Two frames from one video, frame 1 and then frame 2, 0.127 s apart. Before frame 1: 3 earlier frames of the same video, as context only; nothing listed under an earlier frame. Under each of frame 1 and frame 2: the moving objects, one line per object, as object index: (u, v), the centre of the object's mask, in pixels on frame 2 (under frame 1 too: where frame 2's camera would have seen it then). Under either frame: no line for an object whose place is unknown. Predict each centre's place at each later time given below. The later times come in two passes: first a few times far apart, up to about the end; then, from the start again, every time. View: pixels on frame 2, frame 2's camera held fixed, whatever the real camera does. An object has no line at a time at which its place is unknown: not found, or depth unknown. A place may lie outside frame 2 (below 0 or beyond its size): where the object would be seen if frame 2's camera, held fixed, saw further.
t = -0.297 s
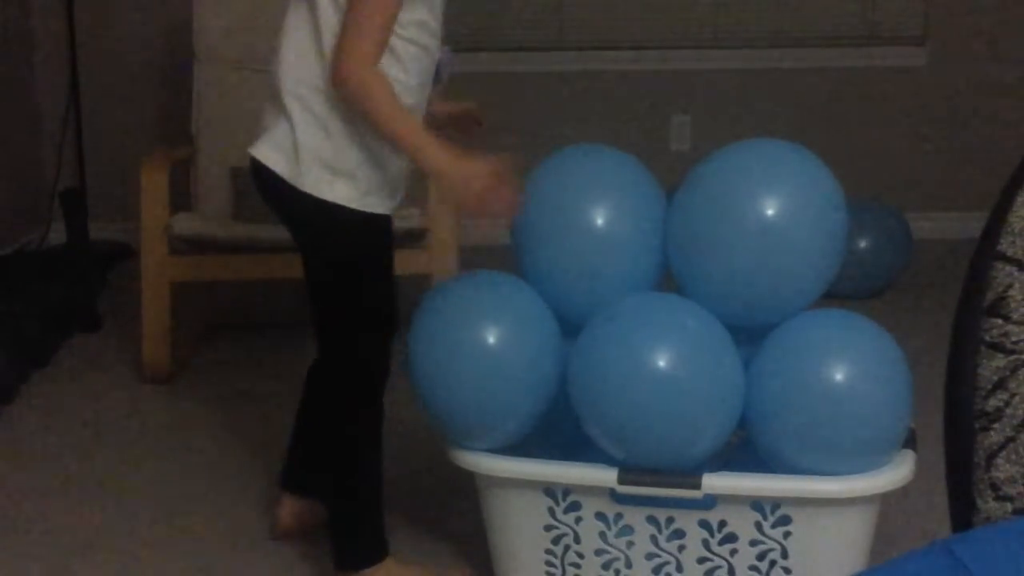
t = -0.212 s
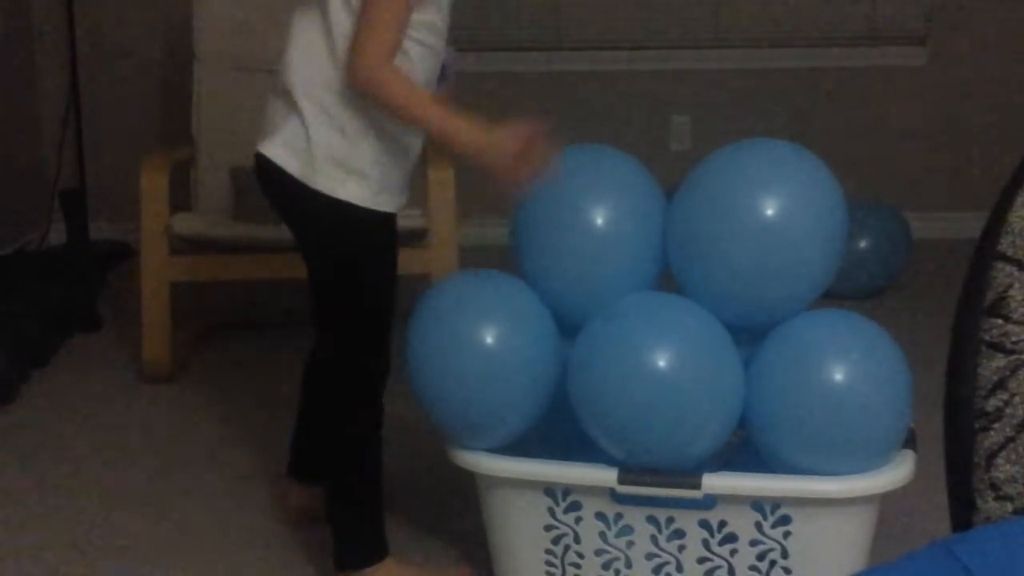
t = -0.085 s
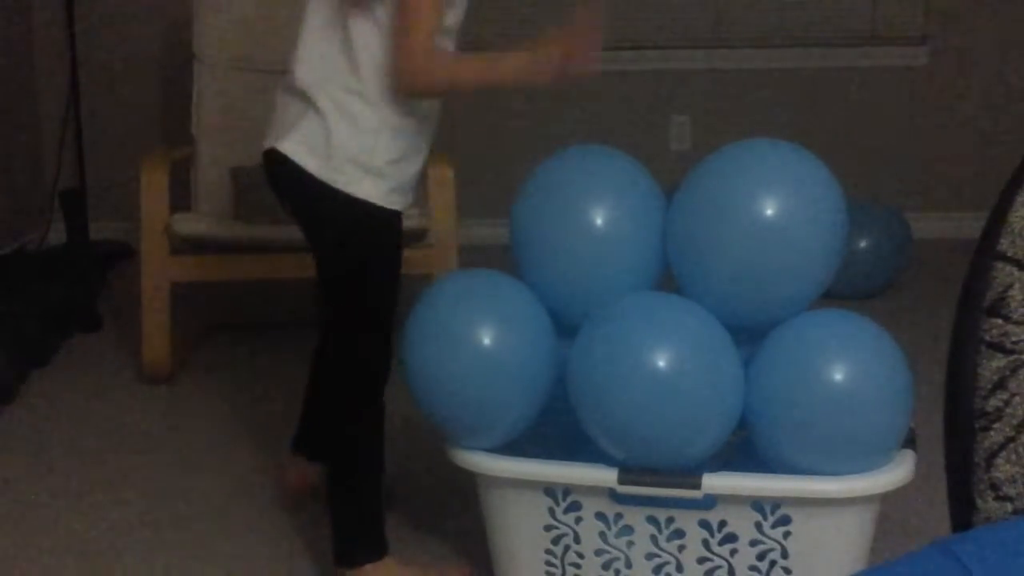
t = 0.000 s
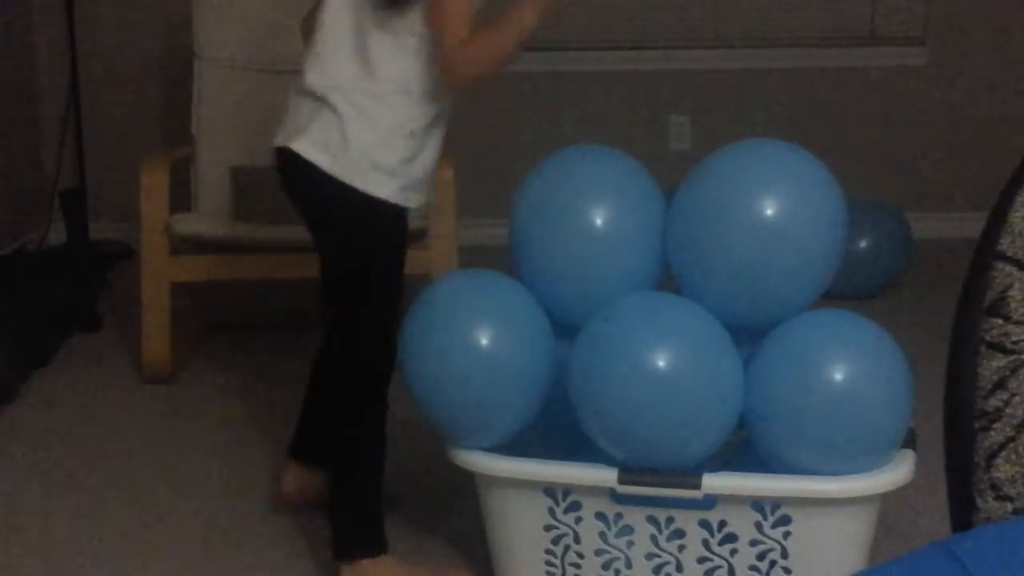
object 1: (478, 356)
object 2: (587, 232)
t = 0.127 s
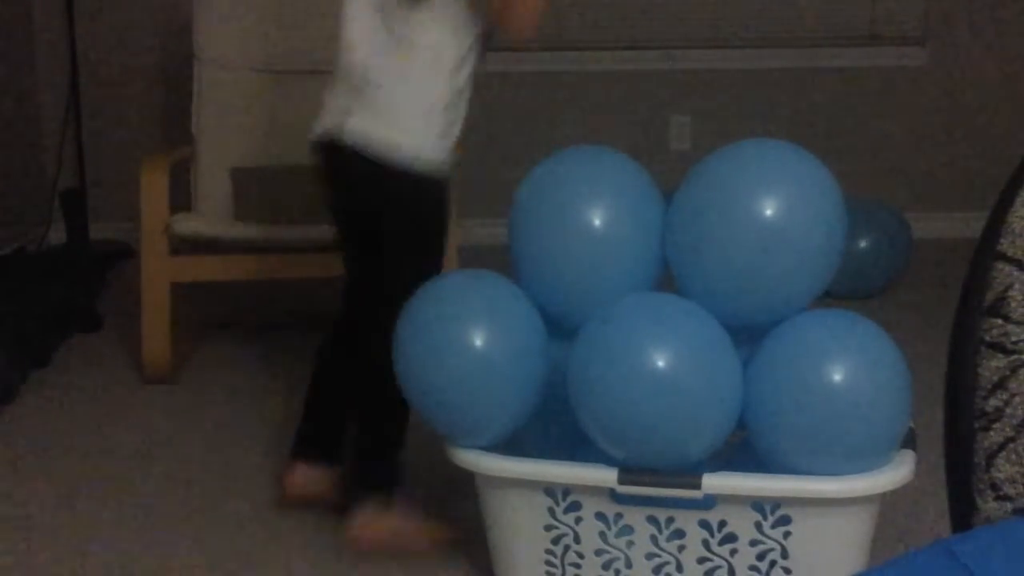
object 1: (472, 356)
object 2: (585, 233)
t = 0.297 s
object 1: (460, 355)
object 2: (579, 233)
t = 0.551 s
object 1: (447, 355)
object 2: (560, 239)
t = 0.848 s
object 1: (421, 359)
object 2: (541, 251)
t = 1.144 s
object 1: (379, 409)
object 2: (501, 287)
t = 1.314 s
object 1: (360, 486)
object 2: (476, 338)
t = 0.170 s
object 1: (468, 355)
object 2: (584, 232)
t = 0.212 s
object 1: (466, 355)
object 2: (582, 232)
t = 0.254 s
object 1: (463, 355)
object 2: (581, 233)
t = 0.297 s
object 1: (460, 355)
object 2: (579, 233)
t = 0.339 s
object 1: (458, 354)
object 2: (576, 234)
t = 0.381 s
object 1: (455, 354)
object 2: (573, 236)
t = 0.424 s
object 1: (454, 355)
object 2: (570, 237)
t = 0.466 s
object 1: (451, 354)
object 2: (566, 237)
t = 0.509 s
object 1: (449, 354)
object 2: (563, 238)
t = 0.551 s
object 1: (447, 355)
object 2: (560, 239)
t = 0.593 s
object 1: (444, 354)
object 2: (559, 240)
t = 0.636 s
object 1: (440, 355)
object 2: (556, 243)
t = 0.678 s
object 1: (437, 354)
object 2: (554, 245)
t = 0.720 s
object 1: (434, 355)
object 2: (551, 245)
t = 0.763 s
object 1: (430, 356)
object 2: (549, 247)
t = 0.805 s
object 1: (425, 357)
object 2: (545, 250)
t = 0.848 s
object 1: (421, 359)
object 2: (541, 251)
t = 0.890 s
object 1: (416, 361)
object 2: (536, 253)
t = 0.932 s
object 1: (410, 365)
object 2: (531, 258)
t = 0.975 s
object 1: (404, 369)
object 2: (526, 260)
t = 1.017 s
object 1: (397, 375)
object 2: (521, 266)
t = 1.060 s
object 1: (390, 384)
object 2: (514, 272)
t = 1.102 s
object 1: (384, 396)
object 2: (508, 279)
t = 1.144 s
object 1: (379, 409)
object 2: (501, 287)
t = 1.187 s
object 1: (376, 423)
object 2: (495, 297)
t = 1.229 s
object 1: (370, 443)
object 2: (488, 308)
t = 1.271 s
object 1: (364, 463)
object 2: (481, 321)
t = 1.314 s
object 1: (360, 486)
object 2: (476, 338)
